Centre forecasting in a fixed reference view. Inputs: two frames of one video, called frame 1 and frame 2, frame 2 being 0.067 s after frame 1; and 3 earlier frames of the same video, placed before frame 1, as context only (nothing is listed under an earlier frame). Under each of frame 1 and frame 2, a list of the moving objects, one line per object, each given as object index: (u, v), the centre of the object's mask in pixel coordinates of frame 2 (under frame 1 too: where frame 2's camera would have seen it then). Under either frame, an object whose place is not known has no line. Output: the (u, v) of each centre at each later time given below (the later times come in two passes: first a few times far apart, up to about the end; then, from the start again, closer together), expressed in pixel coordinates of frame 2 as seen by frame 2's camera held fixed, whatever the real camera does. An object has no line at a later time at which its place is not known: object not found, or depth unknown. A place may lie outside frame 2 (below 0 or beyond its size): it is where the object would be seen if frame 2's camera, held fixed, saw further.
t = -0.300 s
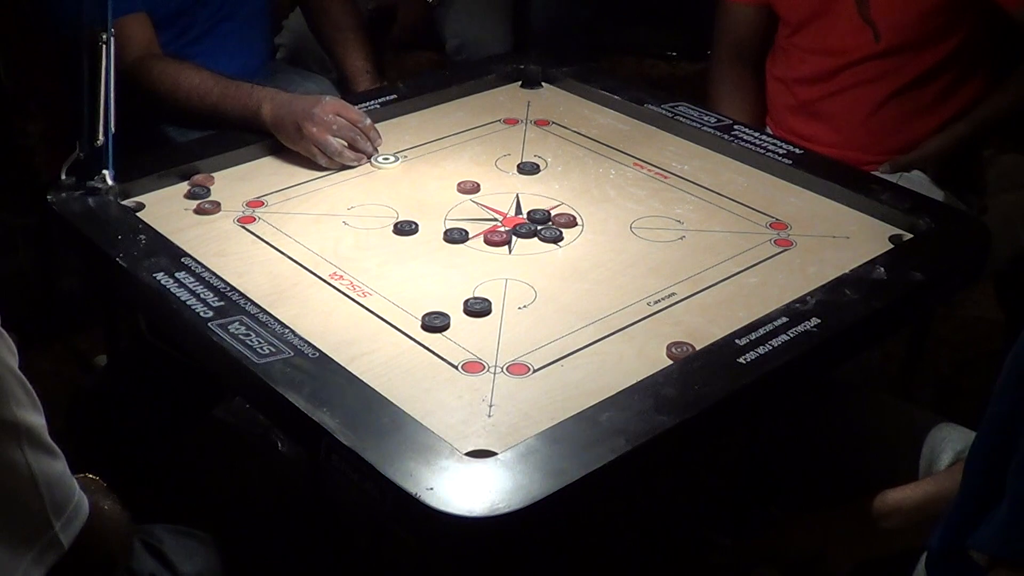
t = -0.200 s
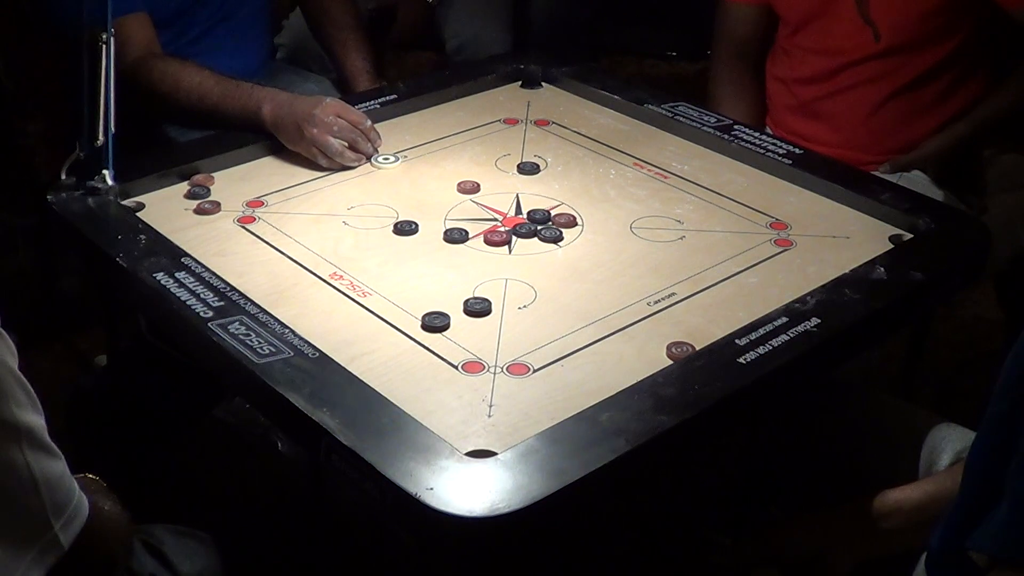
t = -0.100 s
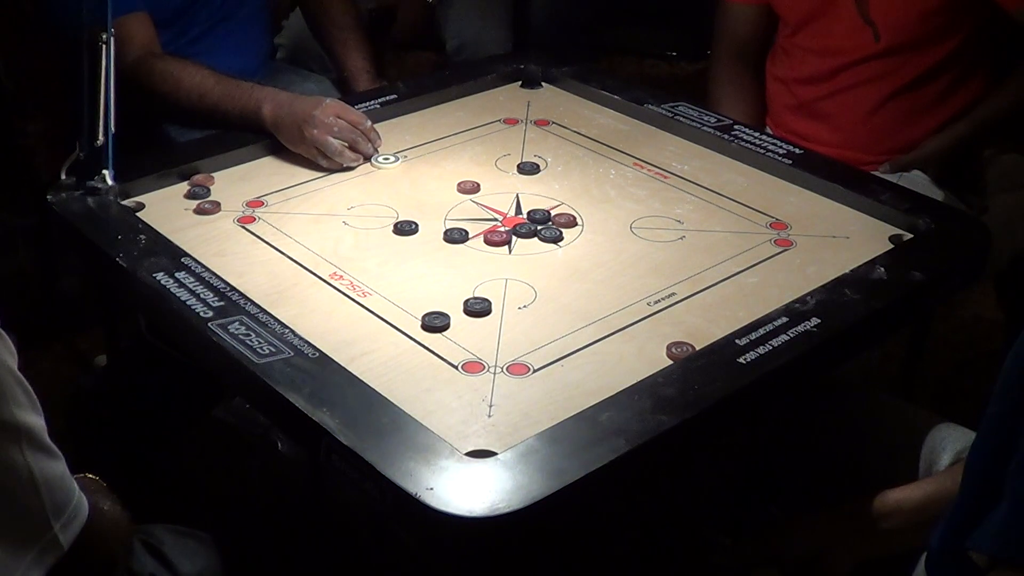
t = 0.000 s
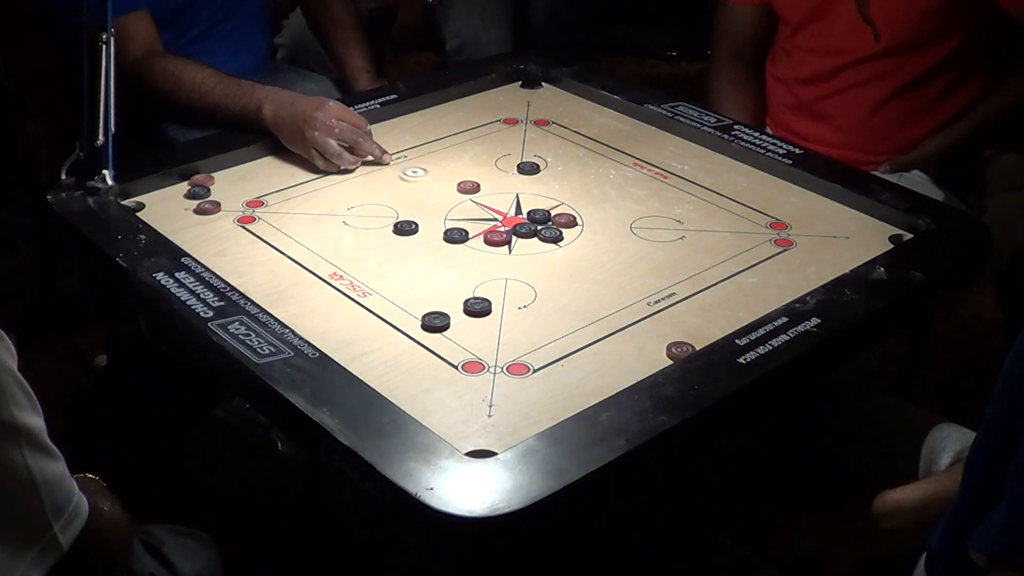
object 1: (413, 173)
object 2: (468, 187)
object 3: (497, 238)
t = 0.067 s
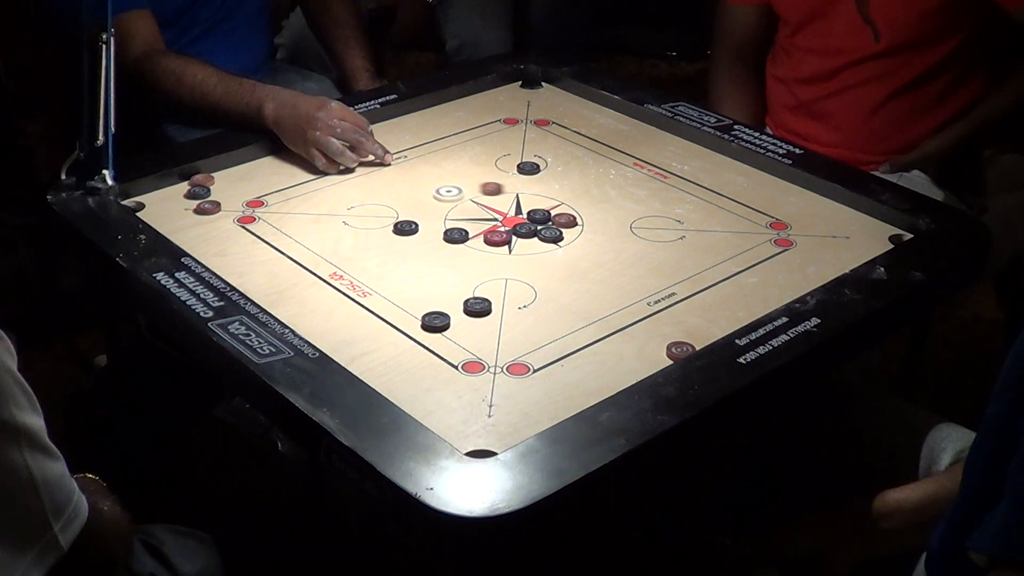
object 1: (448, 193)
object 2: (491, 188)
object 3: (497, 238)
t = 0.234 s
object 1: (491, 231)
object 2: (624, 197)
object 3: (515, 255)
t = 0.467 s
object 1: (511, 248)
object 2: (755, 206)
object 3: (595, 331)
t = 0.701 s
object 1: (512, 249)
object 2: (818, 211)
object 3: (638, 372)
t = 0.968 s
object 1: (512, 249)
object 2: (822, 212)
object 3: (640, 375)
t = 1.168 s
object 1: (512, 249)
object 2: (823, 212)
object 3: (640, 375)
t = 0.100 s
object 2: (520, 190)
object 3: (497, 238)
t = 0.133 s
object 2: (548, 192)
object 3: (497, 238)
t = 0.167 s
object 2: (575, 194)
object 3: (497, 238)
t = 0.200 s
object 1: (486, 227)
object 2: (600, 196)
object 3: (502, 243)
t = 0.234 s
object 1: (491, 231)
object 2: (624, 197)
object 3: (515, 255)
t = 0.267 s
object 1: (495, 234)
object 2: (648, 199)
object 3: (527, 267)
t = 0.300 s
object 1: (499, 237)
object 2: (669, 201)
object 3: (540, 279)
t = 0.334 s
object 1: (503, 241)
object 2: (689, 202)
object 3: (552, 290)
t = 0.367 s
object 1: (505, 243)
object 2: (707, 203)
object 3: (563, 301)
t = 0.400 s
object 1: (508, 245)
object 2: (724, 205)
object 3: (574, 311)
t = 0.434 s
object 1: (509, 246)
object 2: (740, 205)
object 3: (585, 321)
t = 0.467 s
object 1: (511, 248)
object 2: (755, 206)
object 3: (595, 331)
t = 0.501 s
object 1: (511, 248)
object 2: (768, 207)
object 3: (604, 340)
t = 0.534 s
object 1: (512, 249)
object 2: (780, 208)
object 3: (613, 348)
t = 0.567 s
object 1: (512, 249)
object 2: (790, 209)
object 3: (620, 355)
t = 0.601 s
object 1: (512, 249)
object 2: (800, 210)
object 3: (627, 362)
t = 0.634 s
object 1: (512, 249)
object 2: (807, 210)
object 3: (632, 367)
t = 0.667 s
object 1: (512, 249)
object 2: (813, 211)
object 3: (636, 370)
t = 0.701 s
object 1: (512, 249)
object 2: (818, 211)
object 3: (638, 372)
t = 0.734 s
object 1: (512, 249)
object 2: (821, 212)
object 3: (639, 374)
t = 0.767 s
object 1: (512, 249)
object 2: (823, 212)
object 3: (640, 374)
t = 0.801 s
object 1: (512, 249)
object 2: (823, 212)
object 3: (640, 375)
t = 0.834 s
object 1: (512, 249)
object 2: (823, 212)
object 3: (640, 375)
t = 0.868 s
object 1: (512, 249)
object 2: (823, 212)
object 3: (640, 375)
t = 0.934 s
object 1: (512, 249)
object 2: (823, 212)
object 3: (640, 375)
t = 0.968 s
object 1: (512, 249)
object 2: (822, 212)
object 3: (640, 375)
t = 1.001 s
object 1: (512, 249)
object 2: (823, 212)
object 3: (640, 375)
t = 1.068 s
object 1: (512, 249)
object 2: (823, 212)
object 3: (640, 375)
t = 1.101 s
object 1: (512, 249)
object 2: (823, 212)
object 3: (640, 375)
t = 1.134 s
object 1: (512, 249)
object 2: (823, 212)
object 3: (640, 375)
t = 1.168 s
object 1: (512, 249)
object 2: (823, 212)
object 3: (640, 375)
